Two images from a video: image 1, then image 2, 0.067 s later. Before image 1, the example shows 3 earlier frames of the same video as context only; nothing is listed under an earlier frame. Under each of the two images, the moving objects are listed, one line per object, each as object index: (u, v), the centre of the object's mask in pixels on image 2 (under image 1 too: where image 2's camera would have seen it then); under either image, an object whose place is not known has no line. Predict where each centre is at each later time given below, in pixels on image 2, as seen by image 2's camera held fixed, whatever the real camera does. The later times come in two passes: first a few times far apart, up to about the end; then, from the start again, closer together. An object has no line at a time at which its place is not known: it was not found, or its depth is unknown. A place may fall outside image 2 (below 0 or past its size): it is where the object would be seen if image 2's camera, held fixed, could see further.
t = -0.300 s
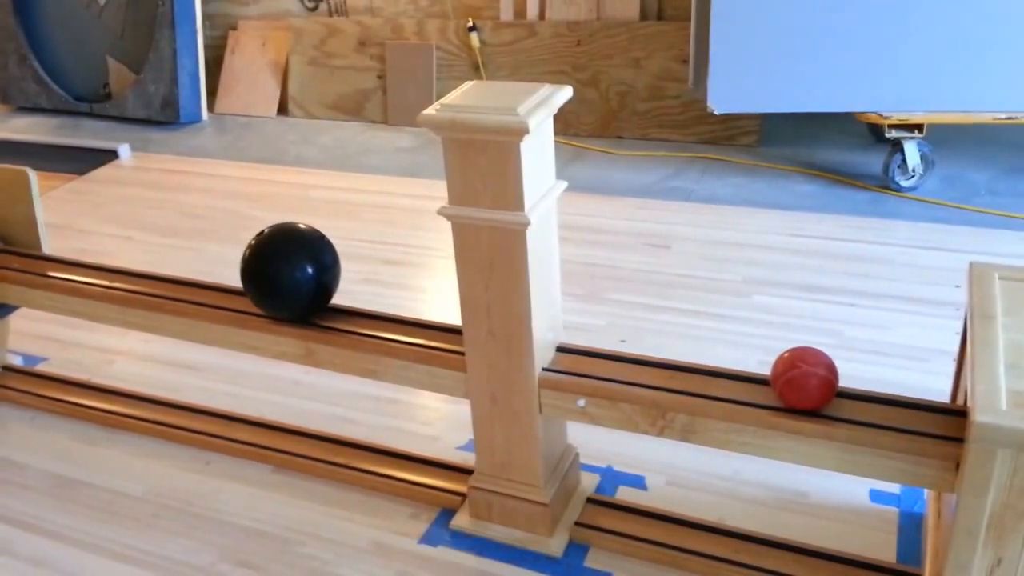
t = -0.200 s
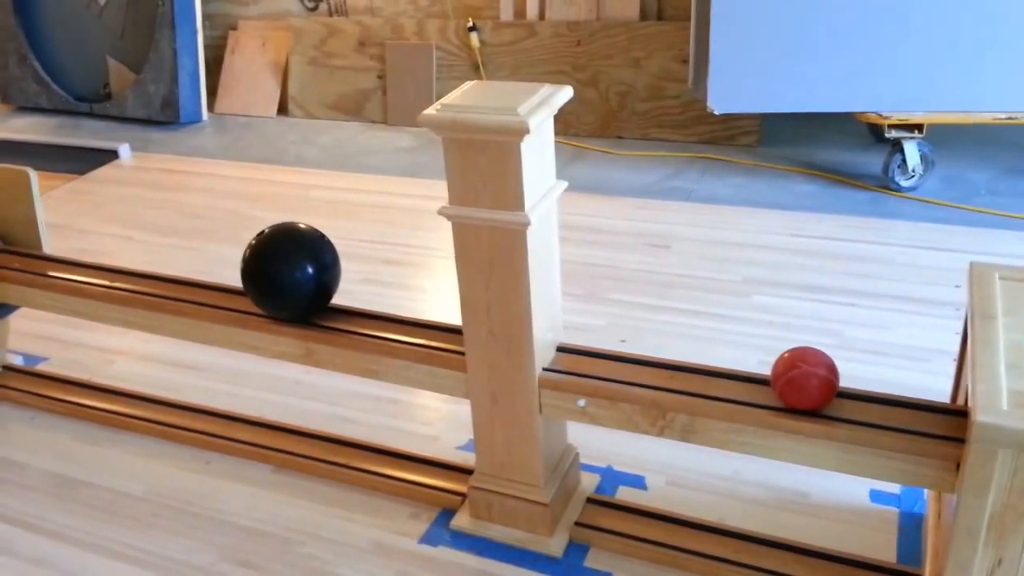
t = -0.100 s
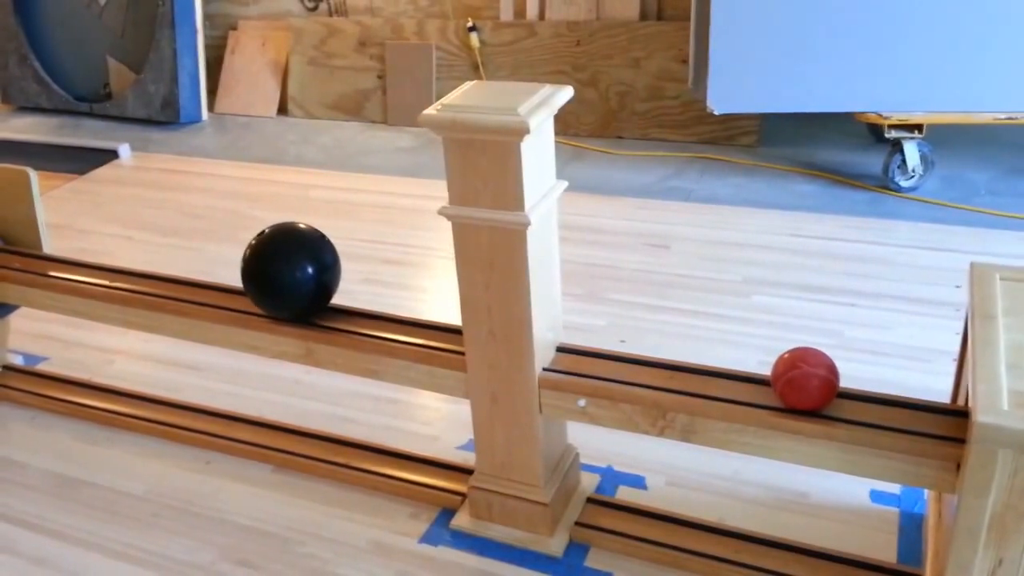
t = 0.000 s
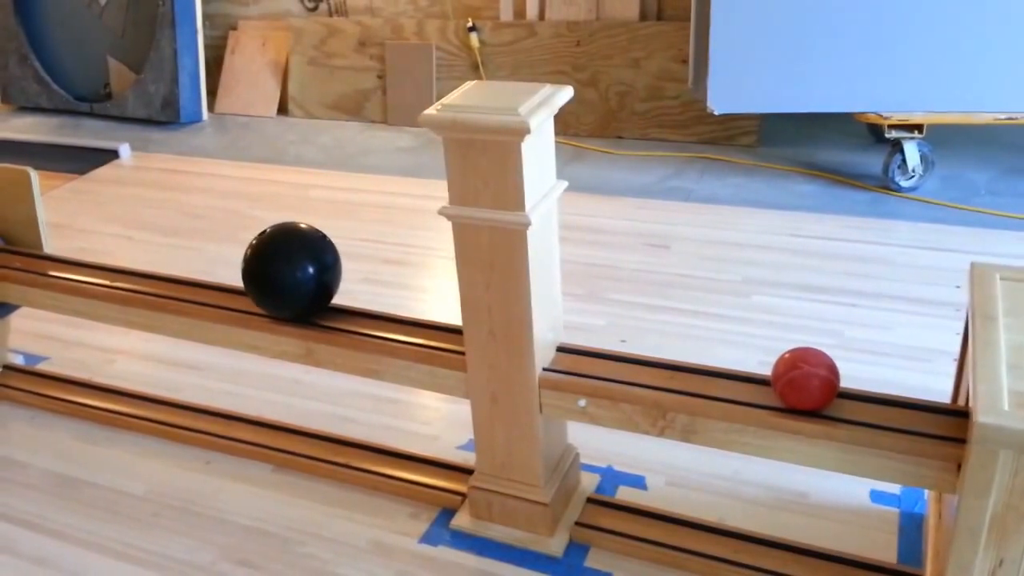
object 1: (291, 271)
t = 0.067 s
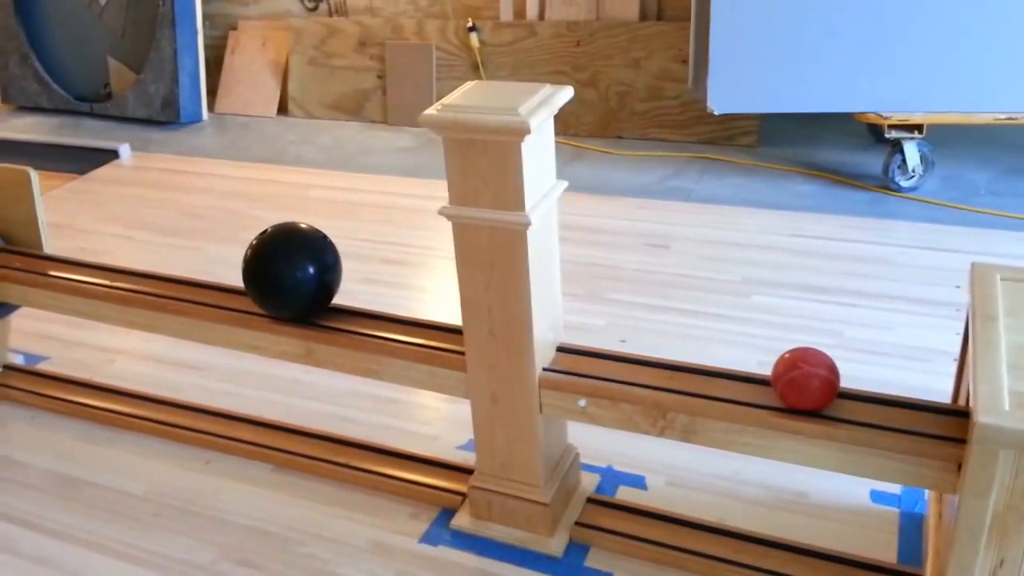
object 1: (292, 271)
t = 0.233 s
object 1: (293, 271)
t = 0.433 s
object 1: (297, 271)
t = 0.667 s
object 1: (305, 273)
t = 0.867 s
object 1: (315, 274)
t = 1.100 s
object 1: (328, 276)
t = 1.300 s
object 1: (342, 279)
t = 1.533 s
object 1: (363, 282)
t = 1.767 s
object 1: (386, 286)
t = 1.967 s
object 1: (407, 289)
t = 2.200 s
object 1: (418, 293)
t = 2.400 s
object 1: (406, 289)
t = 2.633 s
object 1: (390, 286)
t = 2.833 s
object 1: (378, 284)
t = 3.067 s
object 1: (370, 283)
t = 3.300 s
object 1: (366, 283)
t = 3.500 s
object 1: (364, 282)
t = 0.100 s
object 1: (292, 271)
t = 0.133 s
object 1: (292, 271)
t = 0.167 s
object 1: (292, 271)
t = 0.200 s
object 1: (293, 271)
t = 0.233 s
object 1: (293, 271)
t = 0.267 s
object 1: (293, 271)
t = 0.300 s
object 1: (294, 271)
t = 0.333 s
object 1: (294, 271)
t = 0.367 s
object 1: (295, 271)
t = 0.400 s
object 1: (296, 271)
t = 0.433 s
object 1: (297, 271)
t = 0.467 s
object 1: (297, 272)
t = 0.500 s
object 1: (298, 272)
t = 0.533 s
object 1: (299, 272)
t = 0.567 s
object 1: (301, 272)
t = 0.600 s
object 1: (302, 272)
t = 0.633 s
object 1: (303, 272)
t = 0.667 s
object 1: (305, 273)
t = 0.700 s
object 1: (306, 273)
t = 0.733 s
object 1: (308, 273)
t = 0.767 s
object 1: (310, 274)
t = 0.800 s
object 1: (311, 274)
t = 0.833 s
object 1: (313, 274)
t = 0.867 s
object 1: (315, 274)
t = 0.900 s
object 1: (316, 275)
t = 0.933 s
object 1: (318, 275)
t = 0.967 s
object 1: (320, 275)
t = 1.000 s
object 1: (322, 276)
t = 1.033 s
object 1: (324, 276)
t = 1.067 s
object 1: (326, 276)
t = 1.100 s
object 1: (328, 276)
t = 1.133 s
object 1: (331, 277)
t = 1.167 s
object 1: (333, 277)
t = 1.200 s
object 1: (335, 277)
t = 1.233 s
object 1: (338, 278)
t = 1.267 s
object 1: (340, 278)
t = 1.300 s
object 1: (342, 279)
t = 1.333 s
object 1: (345, 279)
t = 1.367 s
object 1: (348, 279)
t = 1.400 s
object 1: (351, 280)
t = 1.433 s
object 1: (354, 281)
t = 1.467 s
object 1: (357, 281)
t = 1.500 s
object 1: (360, 282)
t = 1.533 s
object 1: (363, 282)
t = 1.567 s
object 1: (366, 283)
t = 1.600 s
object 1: (369, 283)
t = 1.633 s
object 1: (372, 284)
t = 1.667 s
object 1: (375, 284)
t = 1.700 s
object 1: (378, 284)
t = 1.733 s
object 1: (382, 285)
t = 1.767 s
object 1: (386, 286)
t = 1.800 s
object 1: (390, 286)
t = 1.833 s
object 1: (393, 287)
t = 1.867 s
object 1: (396, 287)
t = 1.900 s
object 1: (400, 288)
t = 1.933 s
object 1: (403, 288)
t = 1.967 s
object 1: (407, 289)
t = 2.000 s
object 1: (410, 290)
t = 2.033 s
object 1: (412, 291)
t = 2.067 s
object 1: (415, 292)
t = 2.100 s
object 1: (417, 293)
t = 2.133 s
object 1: (420, 293)
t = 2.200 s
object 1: (418, 293)
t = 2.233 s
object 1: (417, 293)
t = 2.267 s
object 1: (415, 292)
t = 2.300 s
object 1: (413, 291)
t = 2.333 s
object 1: (410, 290)
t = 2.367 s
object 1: (408, 289)
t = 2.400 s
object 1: (406, 289)
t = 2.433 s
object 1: (404, 288)
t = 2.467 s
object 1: (401, 288)
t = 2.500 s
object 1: (399, 288)
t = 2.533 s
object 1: (397, 287)
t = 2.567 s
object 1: (394, 287)
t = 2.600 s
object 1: (392, 286)
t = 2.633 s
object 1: (390, 286)
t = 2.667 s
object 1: (388, 286)
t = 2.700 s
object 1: (385, 285)
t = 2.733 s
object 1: (383, 285)
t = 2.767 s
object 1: (381, 285)
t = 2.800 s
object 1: (379, 284)
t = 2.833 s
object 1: (378, 284)
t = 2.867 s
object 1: (377, 284)
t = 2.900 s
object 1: (375, 284)
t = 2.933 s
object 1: (374, 284)
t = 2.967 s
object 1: (373, 284)
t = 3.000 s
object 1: (372, 283)
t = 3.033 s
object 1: (371, 283)
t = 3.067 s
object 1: (370, 283)
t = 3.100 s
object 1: (370, 283)
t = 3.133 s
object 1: (369, 283)
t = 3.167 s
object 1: (368, 283)
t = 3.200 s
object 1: (367, 283)
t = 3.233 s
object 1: (367, 283)
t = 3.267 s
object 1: (367, 283)
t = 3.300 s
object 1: (366, 283)
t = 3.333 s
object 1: (366, 283)
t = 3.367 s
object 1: (366, 283)
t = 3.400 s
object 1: (365, 282)
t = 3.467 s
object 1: (365, 282)
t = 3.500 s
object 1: (364, 282)
